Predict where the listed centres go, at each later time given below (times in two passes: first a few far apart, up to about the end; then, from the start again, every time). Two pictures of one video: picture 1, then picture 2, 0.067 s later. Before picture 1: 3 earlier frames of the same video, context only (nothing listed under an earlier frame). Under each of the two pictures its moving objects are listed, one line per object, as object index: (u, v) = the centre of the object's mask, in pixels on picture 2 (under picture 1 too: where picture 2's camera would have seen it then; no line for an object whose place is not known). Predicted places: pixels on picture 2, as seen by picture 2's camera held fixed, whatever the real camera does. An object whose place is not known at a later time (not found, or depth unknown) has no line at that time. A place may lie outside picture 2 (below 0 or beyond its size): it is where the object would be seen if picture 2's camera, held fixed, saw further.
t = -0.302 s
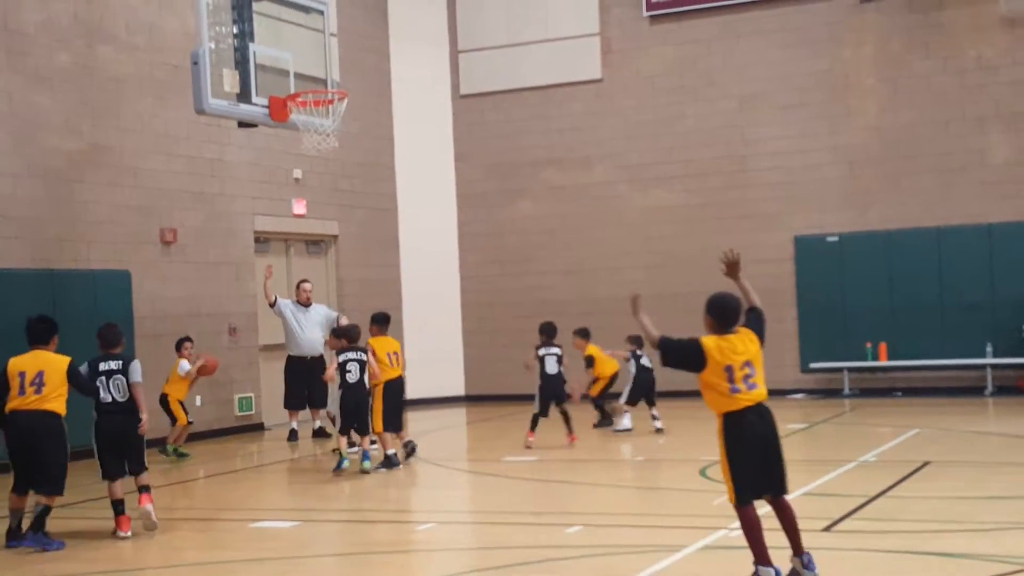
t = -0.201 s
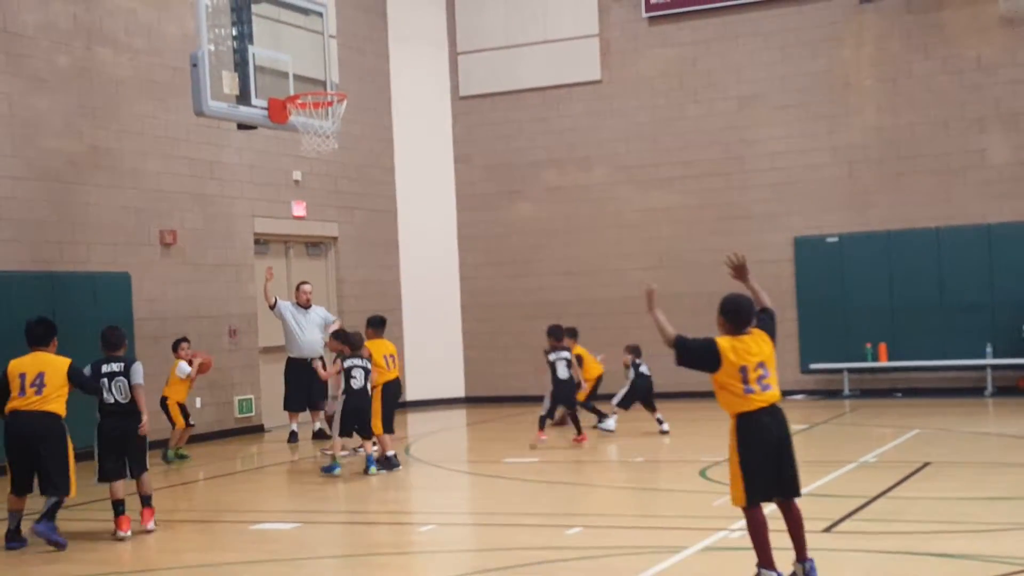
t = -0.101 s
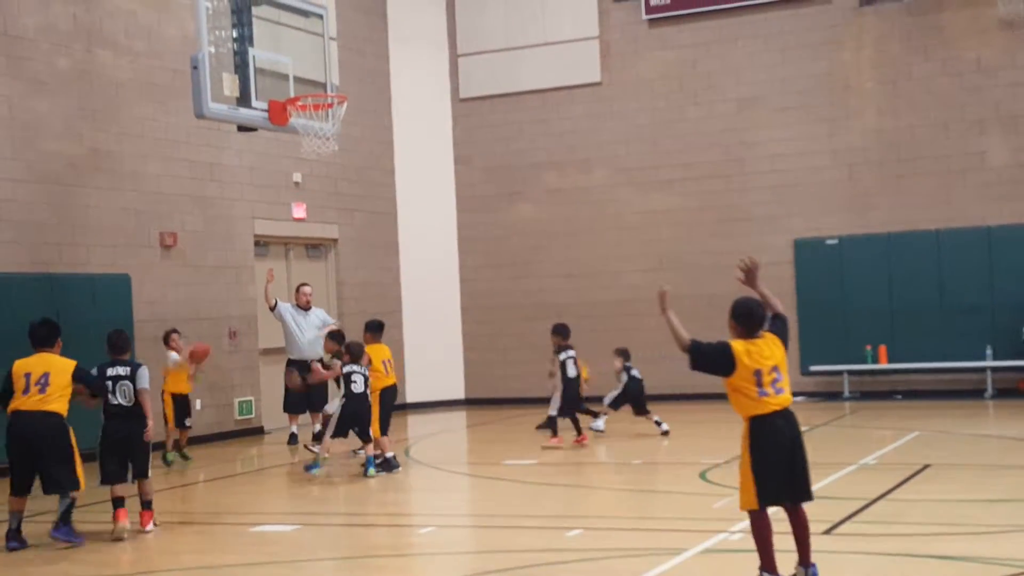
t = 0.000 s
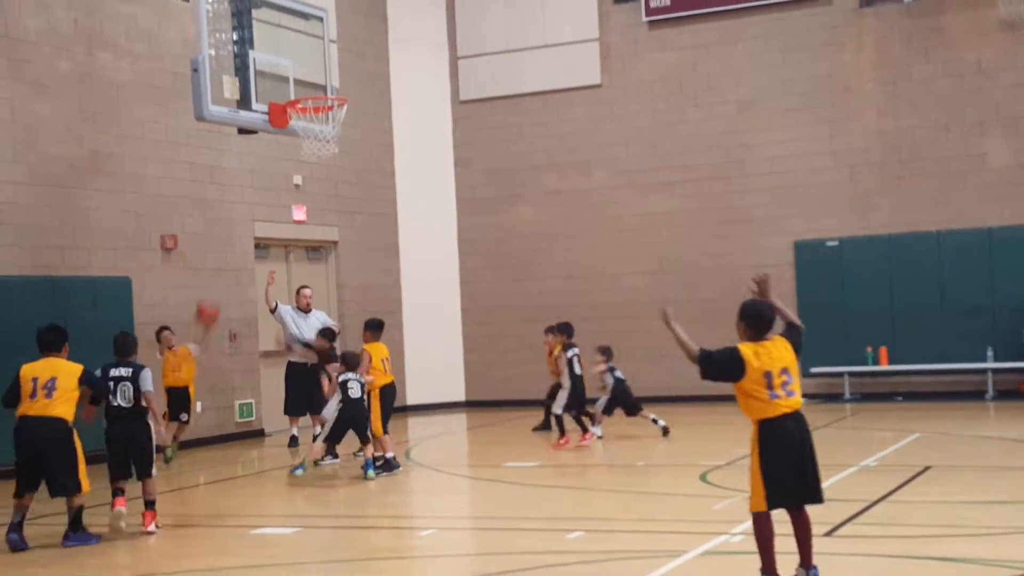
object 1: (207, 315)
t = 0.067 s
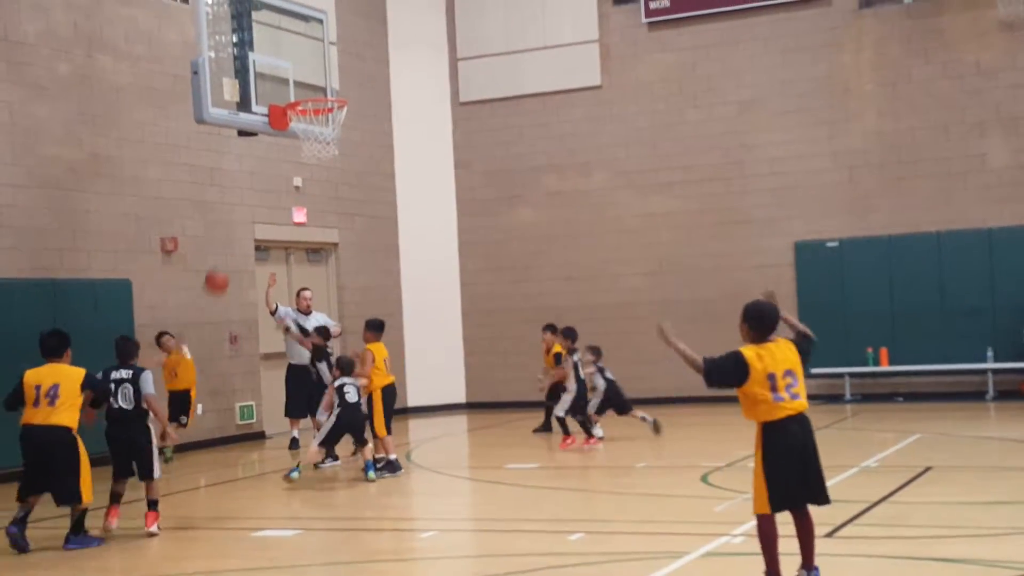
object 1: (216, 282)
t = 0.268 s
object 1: (247, 199)
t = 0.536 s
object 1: (303, 146)
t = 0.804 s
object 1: (384, 184)
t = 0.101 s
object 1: (221, 266)
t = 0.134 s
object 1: (226, 250)
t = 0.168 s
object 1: (230, 237)
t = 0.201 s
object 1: (236, 223)
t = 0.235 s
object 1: (242, 210)
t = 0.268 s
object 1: (247, 199)
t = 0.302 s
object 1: (253, 188)
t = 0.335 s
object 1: (259, 180)
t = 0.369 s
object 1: (266, 170)
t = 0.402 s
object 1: (273, 163)
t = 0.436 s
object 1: (279, 157)
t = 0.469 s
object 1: (287, 152)
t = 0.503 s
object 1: (295, 148)
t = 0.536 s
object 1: (303, 146)
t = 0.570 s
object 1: (311, 144)
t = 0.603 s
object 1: (320, 145)
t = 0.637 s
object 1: (330, 147)
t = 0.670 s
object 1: (340, 150)
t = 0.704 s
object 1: (350, 154)
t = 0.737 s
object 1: (361, 162)
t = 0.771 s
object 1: (371, 172)
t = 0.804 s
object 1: (384, 184)
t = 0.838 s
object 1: (396, 198)
